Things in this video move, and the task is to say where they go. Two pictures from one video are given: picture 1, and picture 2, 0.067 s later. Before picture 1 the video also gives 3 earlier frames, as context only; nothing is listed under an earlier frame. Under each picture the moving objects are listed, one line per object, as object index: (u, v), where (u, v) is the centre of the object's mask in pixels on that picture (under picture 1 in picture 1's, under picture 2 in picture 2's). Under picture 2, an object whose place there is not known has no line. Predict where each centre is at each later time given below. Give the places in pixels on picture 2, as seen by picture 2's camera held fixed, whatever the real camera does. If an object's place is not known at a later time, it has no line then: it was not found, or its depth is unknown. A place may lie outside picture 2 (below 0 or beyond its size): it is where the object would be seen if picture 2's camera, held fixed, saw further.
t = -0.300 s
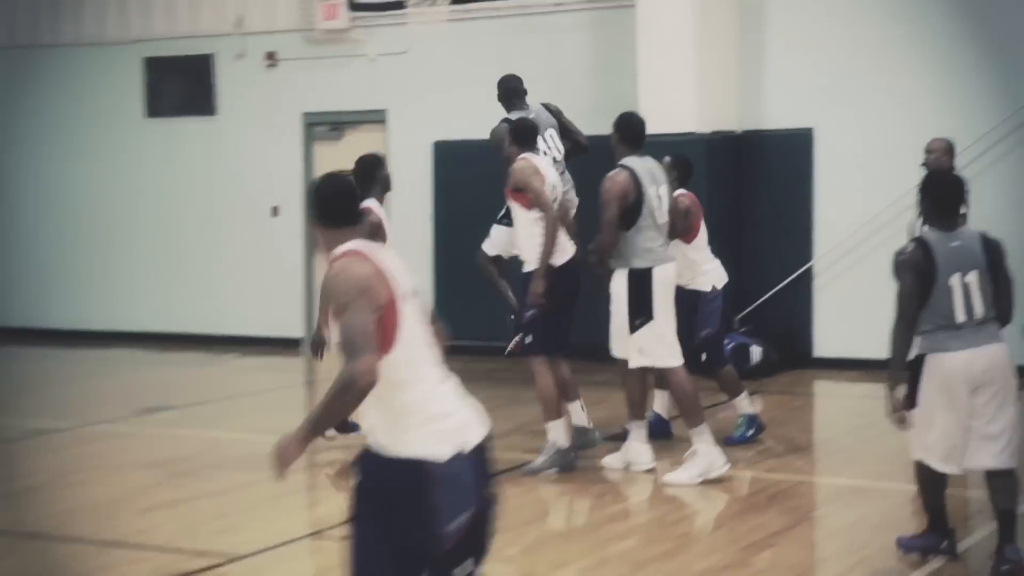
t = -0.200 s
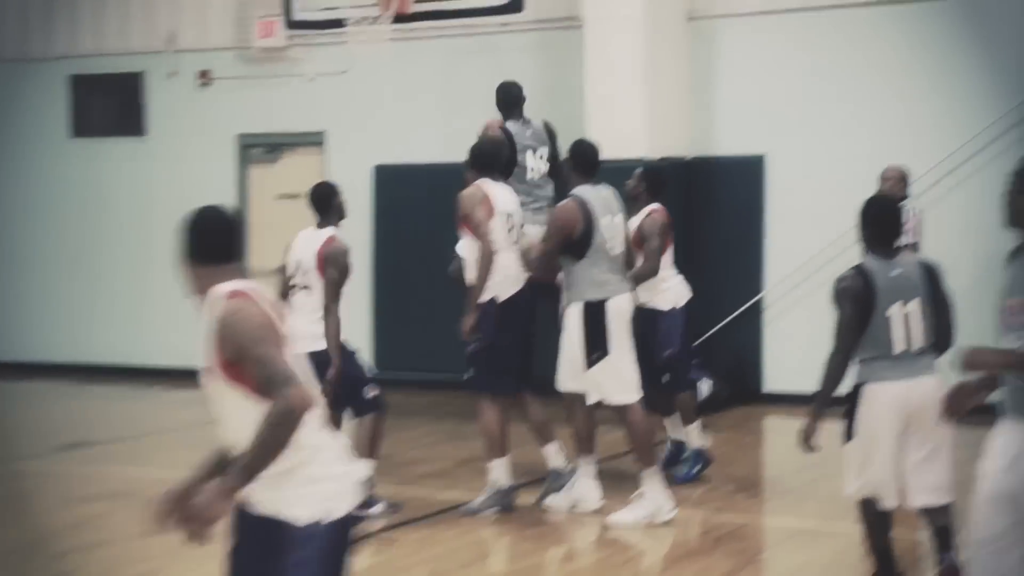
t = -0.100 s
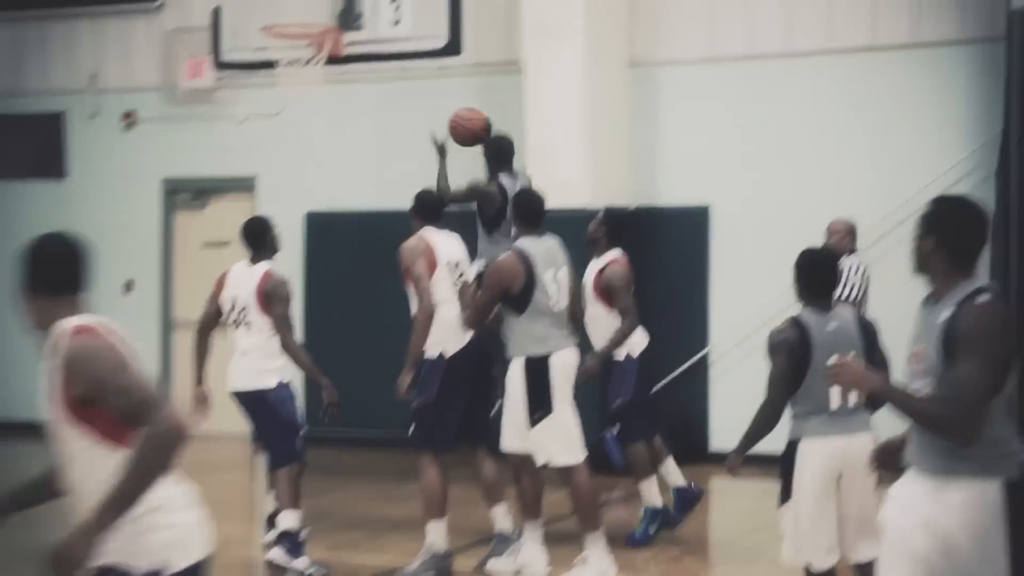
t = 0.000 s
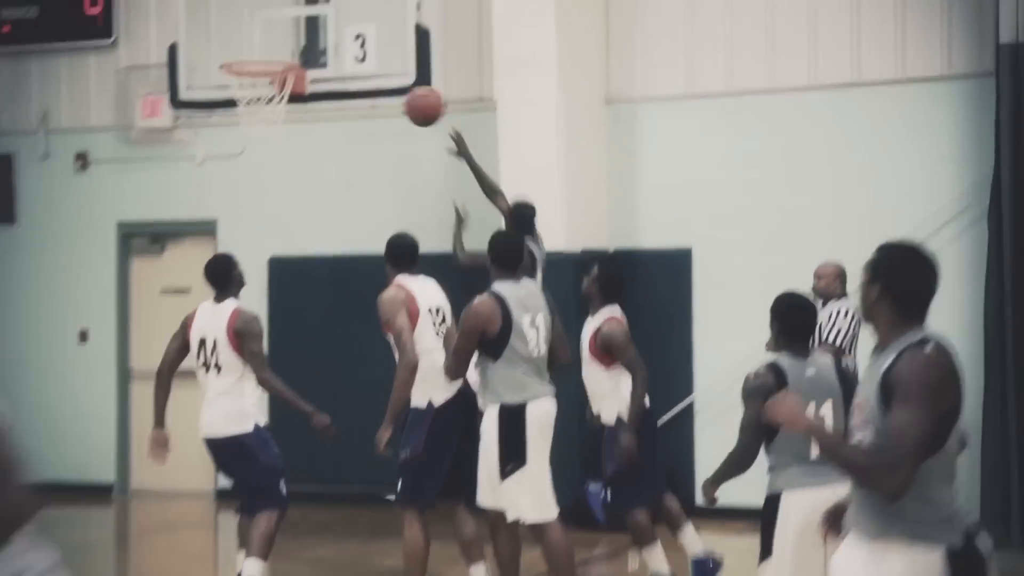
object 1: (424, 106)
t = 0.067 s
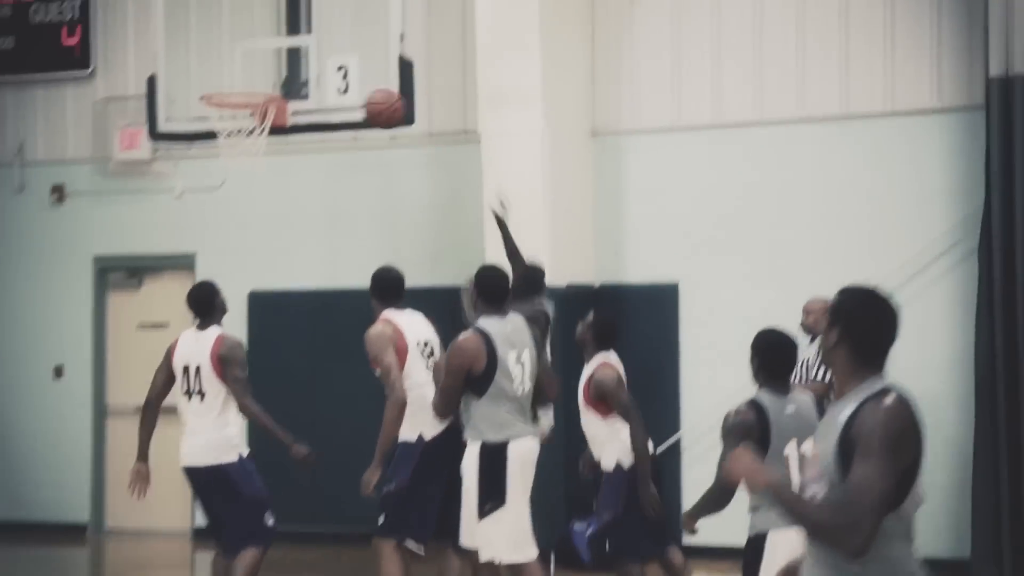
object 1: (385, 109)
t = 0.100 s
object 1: (372, 97)
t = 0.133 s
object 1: (360, 87)
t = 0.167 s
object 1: (350, 79)
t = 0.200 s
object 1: (338, 73)
